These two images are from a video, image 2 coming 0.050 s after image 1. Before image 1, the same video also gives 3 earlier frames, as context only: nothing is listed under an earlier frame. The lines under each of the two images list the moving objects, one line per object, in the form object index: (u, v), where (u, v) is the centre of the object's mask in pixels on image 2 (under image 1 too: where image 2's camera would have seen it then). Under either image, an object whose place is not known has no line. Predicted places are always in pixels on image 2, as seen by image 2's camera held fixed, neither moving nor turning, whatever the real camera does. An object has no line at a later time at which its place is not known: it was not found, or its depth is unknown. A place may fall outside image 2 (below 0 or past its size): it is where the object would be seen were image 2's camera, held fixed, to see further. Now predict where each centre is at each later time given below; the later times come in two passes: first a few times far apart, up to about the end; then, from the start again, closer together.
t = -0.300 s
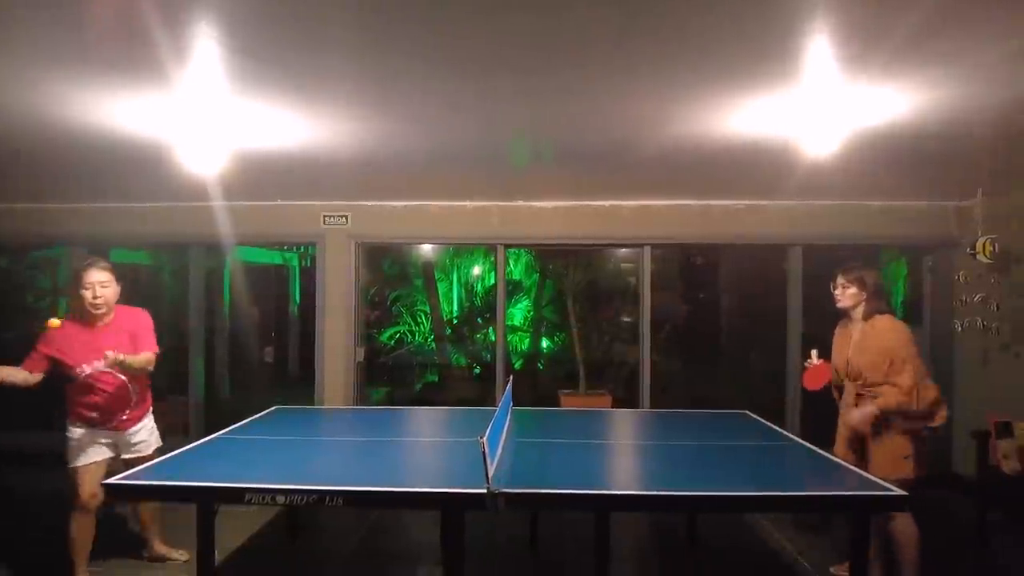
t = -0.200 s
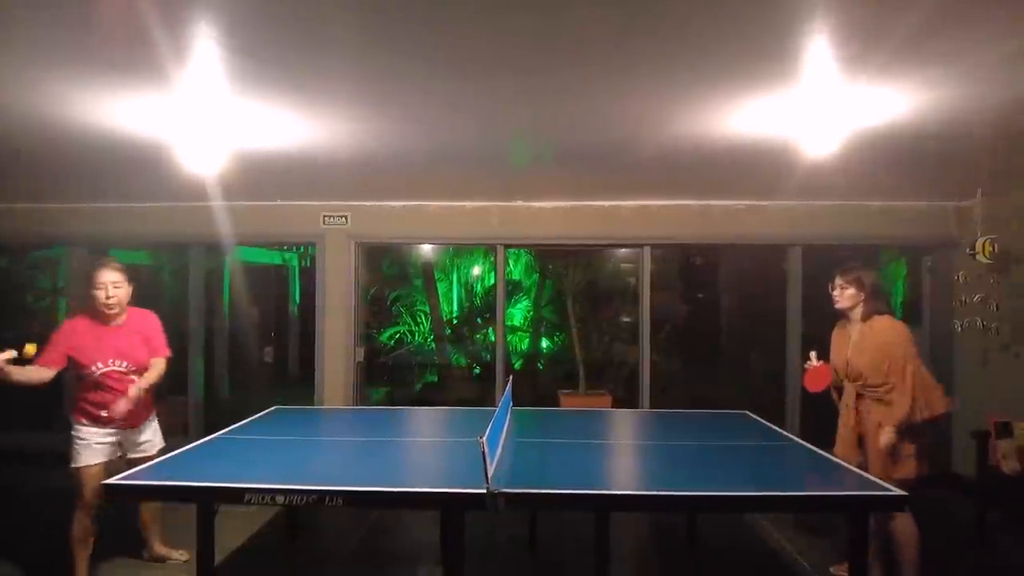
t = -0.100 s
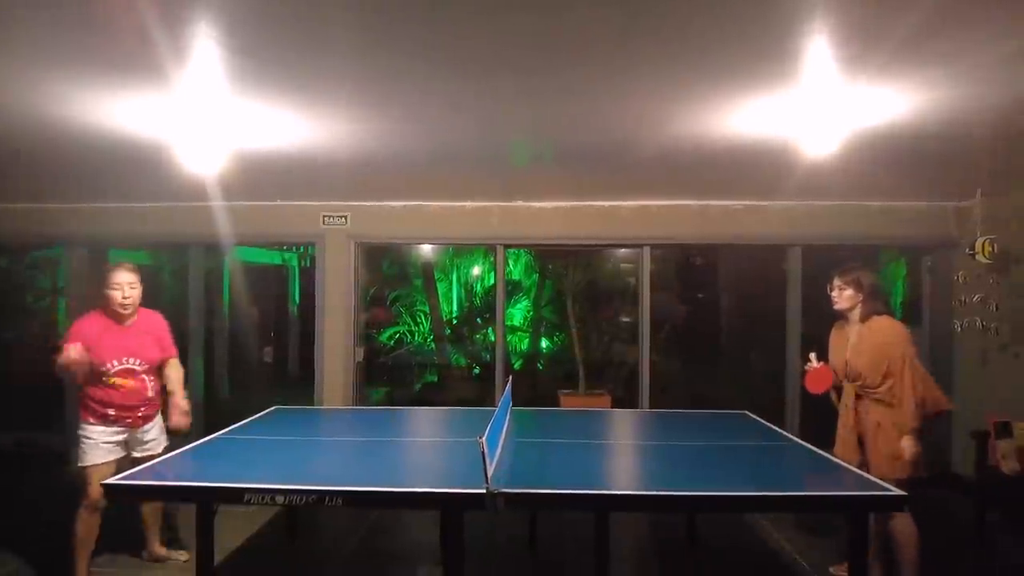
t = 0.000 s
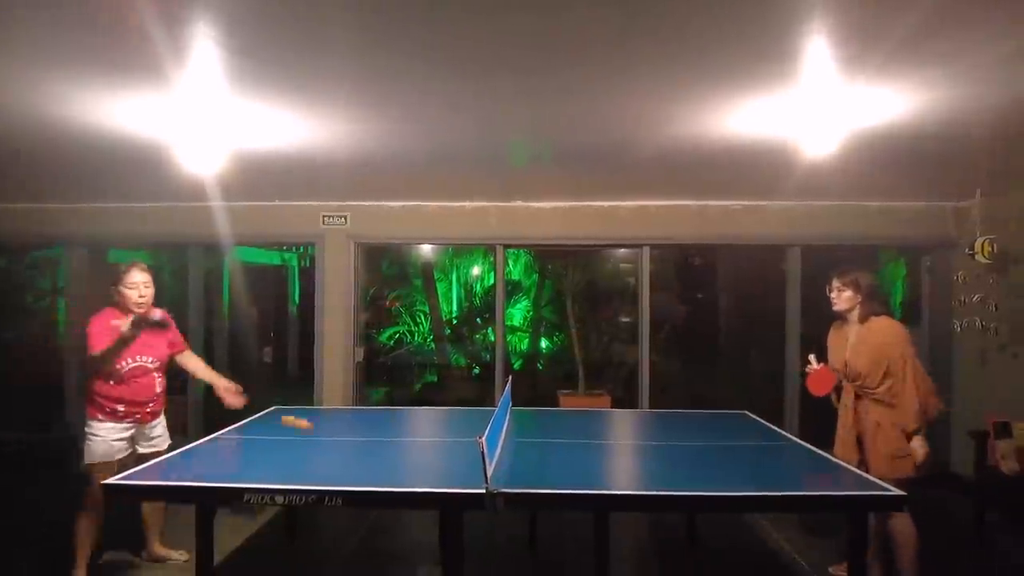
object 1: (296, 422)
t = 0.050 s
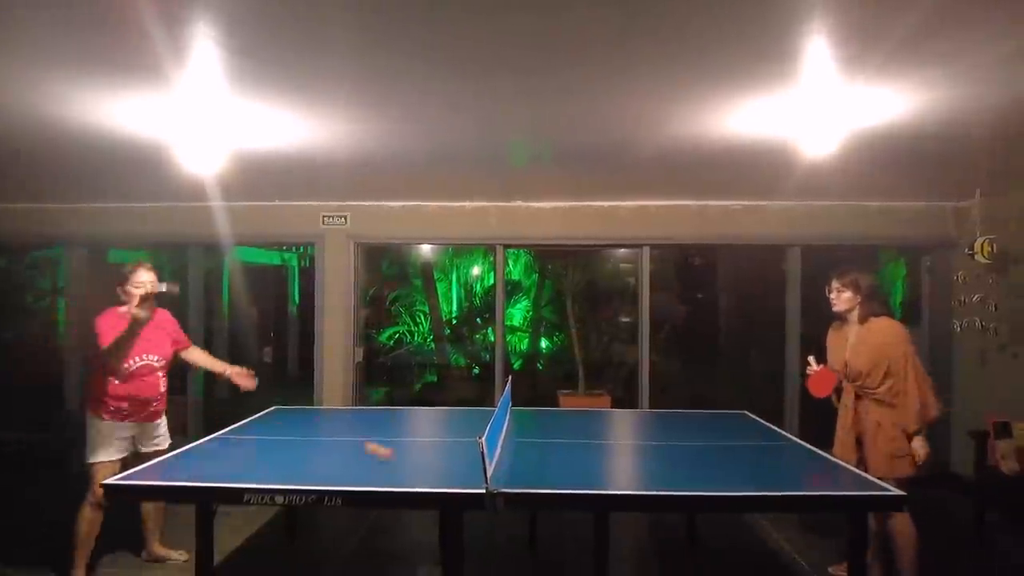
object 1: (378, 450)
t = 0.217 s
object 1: (543, 389)
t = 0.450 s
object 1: (687, 399)
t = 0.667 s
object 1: (795, 401)
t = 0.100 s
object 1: (443, 433)
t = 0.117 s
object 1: (462, 427)
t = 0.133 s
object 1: (482, 417)
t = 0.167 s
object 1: (511, 404)
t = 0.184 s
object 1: (521, 398)
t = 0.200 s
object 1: (533, 393)
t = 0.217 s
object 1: (543, 389)
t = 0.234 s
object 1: (554, 385)
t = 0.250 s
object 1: (566, 382)
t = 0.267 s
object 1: (577, 380)
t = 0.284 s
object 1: (587, 378)
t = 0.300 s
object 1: (598, 377)
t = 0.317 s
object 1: (607, 377)
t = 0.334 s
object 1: (617, 377)
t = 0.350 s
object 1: (627, 378)
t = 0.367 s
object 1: (638, 379)
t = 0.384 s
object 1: (648, 382)
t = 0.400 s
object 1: (658, 385)
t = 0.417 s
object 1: (668, 389)
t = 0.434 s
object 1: (678, 394)
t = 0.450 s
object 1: (687, 399)
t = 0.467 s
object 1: (696, 403)
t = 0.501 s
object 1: (714, 416)
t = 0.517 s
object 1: (723, 425)
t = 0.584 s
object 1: (757, 433)
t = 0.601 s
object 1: (764, 426)
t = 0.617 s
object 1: (773, 418)
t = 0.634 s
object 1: (780, 413)
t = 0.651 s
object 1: (787, 405)
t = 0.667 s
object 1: (795, 401)
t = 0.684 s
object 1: (802, 397)
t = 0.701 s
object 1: (809, 392)
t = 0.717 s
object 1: (817, 390)
